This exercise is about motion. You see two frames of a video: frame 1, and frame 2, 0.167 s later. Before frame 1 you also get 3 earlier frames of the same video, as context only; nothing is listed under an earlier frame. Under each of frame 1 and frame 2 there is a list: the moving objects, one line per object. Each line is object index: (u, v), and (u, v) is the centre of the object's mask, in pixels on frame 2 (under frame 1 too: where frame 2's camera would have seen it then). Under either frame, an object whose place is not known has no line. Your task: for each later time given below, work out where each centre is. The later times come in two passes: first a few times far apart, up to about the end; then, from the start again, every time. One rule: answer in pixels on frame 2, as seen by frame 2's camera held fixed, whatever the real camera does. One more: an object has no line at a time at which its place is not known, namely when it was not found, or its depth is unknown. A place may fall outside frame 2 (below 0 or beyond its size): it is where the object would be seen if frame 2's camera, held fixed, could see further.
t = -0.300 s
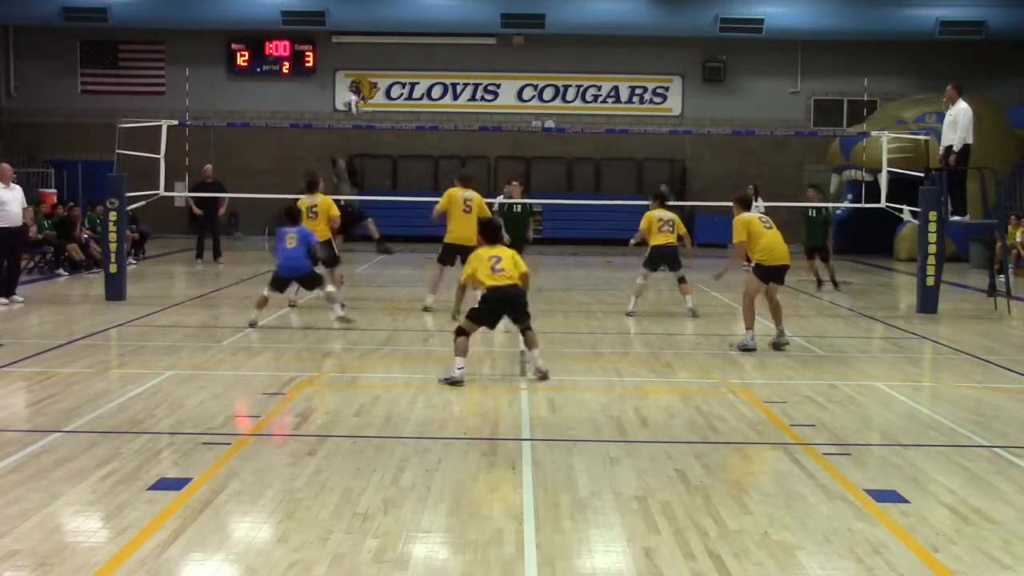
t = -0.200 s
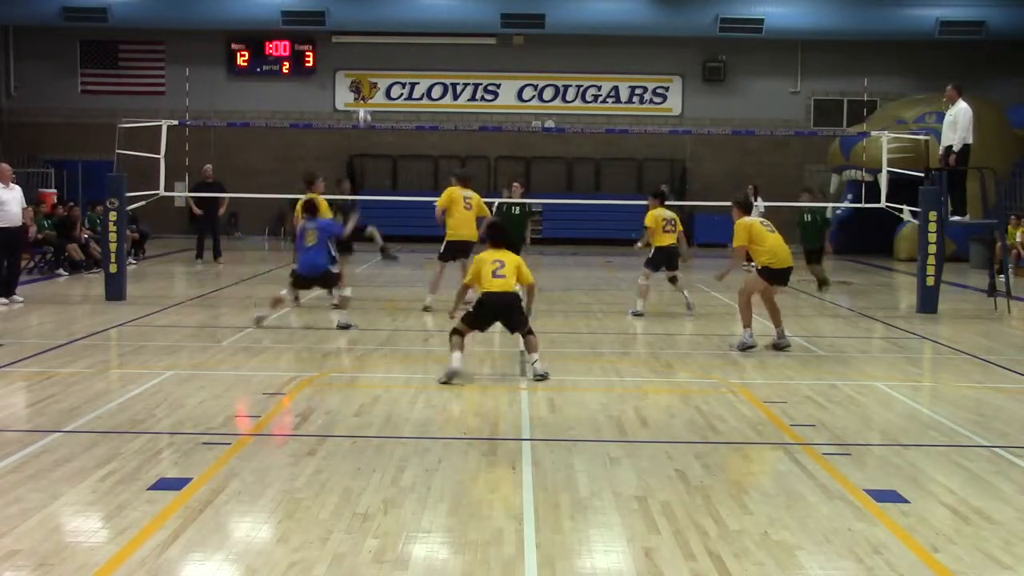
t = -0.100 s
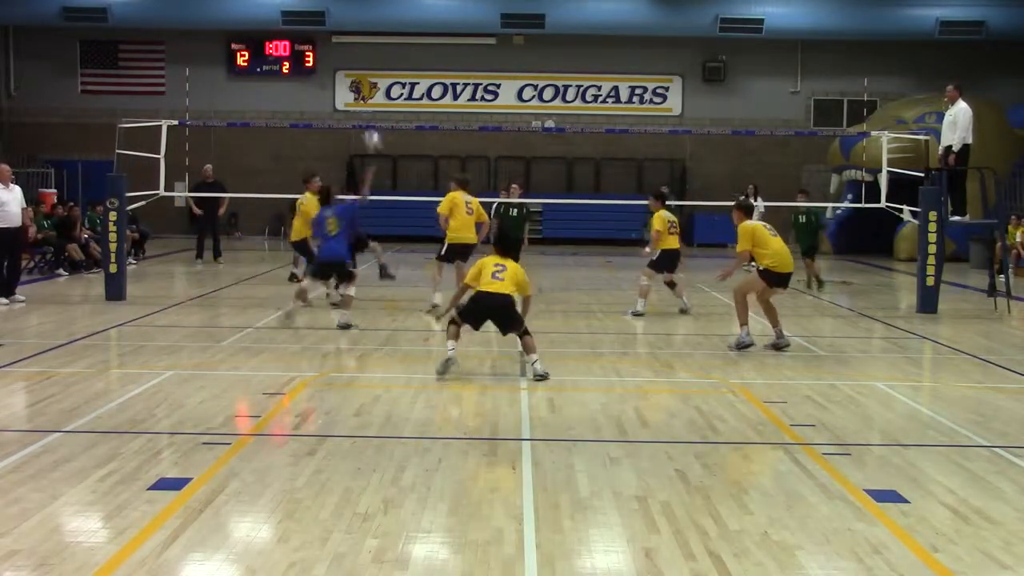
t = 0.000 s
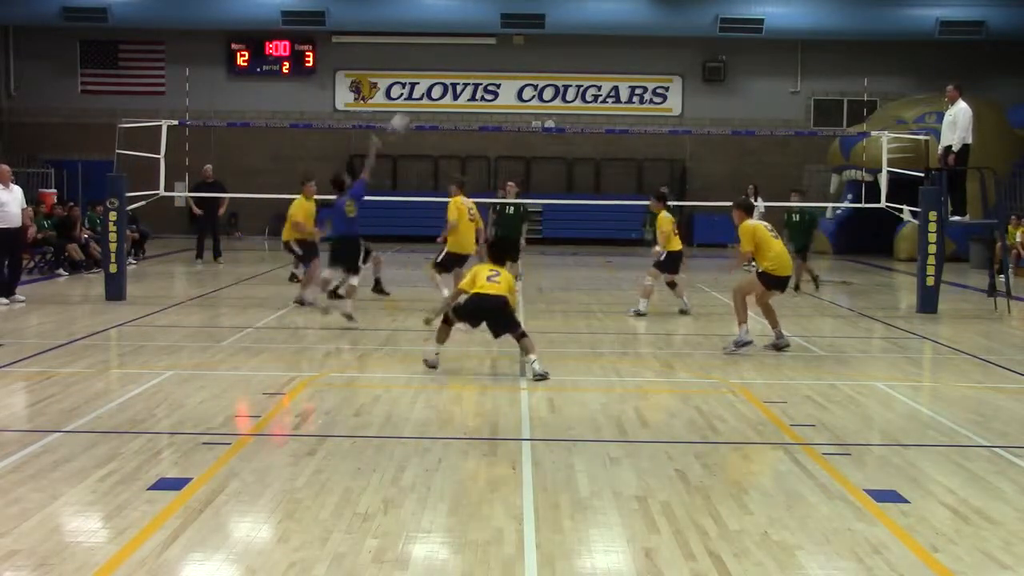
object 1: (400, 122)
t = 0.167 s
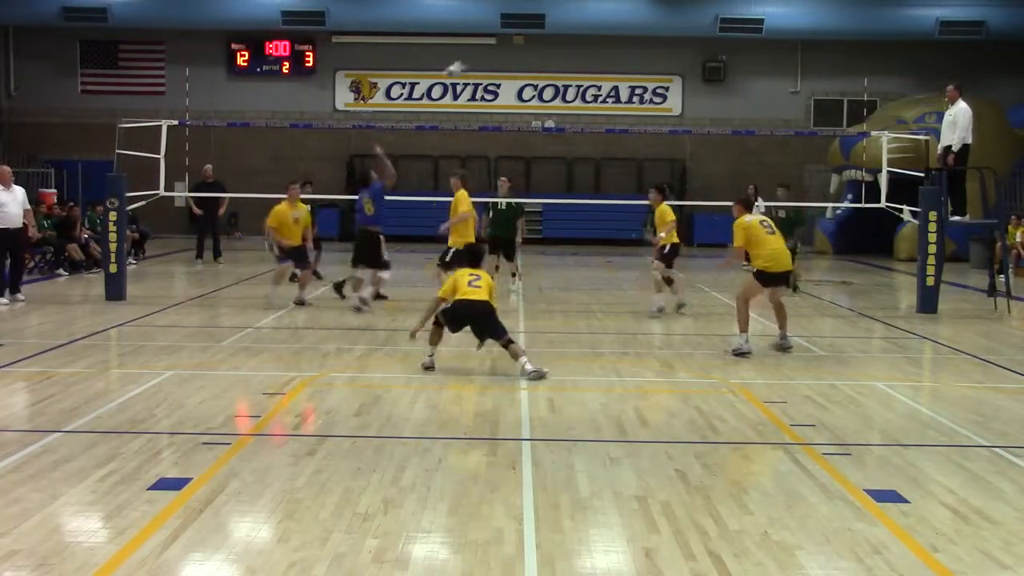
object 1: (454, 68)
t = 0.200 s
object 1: (465, 62)
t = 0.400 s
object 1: (529, 40)
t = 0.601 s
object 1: (588, 50)
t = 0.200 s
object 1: (465, 62)
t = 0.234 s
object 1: (477, 57)
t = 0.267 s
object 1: (487, 50)
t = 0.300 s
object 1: (499, 47)
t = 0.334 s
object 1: (508, 43)
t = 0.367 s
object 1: (518, 42)
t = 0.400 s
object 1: (529, 40)
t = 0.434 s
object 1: (538, 40)
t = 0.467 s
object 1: (549, 39)
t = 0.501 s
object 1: (559, 41)
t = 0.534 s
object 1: (569, 42)
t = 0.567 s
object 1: (579, 46)
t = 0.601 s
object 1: (588, 50)
